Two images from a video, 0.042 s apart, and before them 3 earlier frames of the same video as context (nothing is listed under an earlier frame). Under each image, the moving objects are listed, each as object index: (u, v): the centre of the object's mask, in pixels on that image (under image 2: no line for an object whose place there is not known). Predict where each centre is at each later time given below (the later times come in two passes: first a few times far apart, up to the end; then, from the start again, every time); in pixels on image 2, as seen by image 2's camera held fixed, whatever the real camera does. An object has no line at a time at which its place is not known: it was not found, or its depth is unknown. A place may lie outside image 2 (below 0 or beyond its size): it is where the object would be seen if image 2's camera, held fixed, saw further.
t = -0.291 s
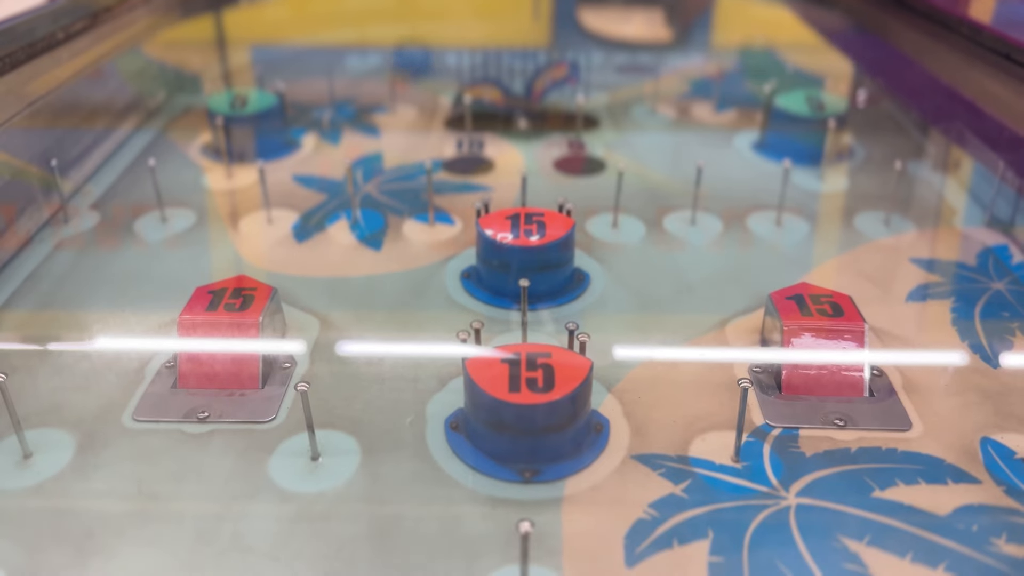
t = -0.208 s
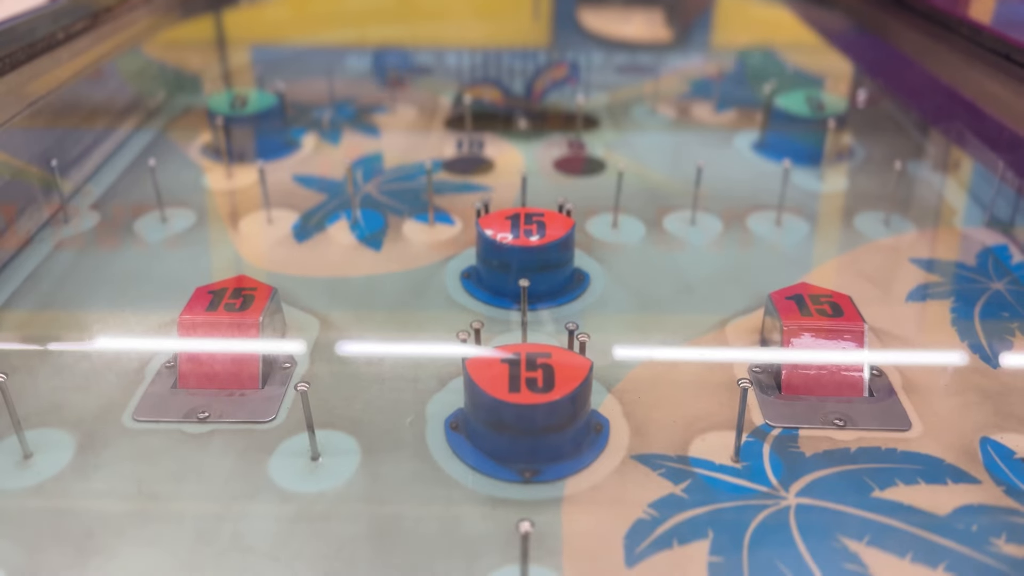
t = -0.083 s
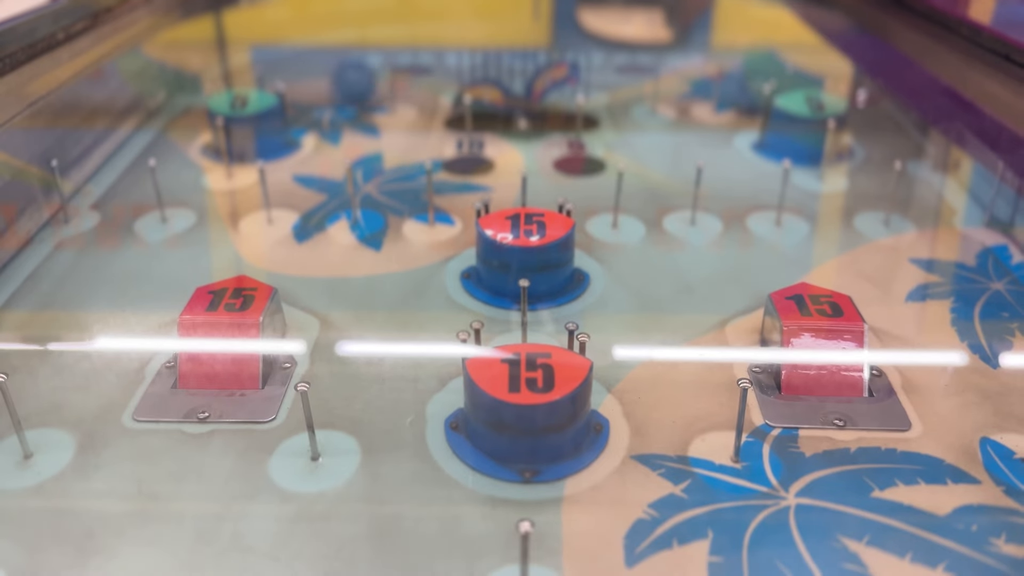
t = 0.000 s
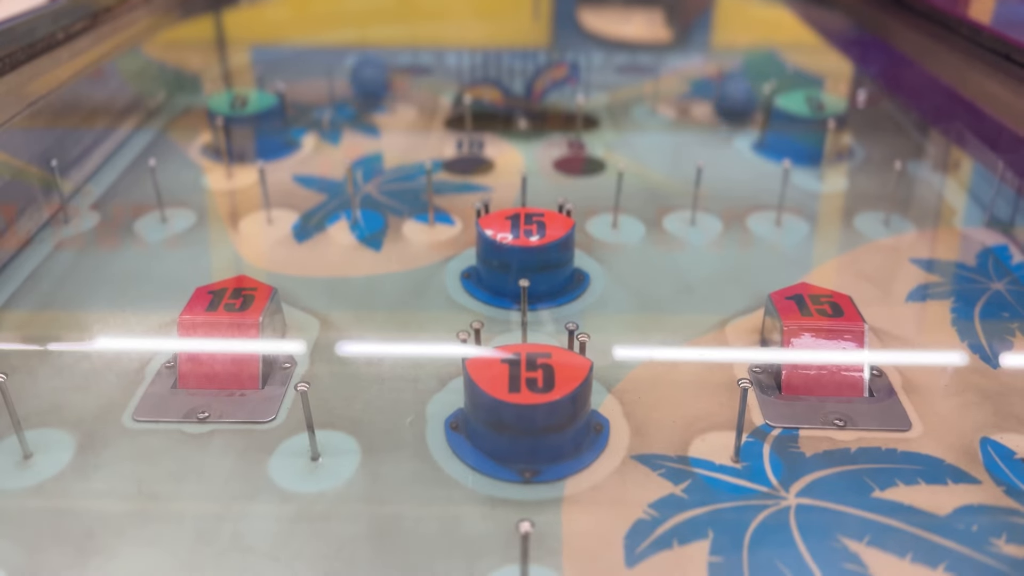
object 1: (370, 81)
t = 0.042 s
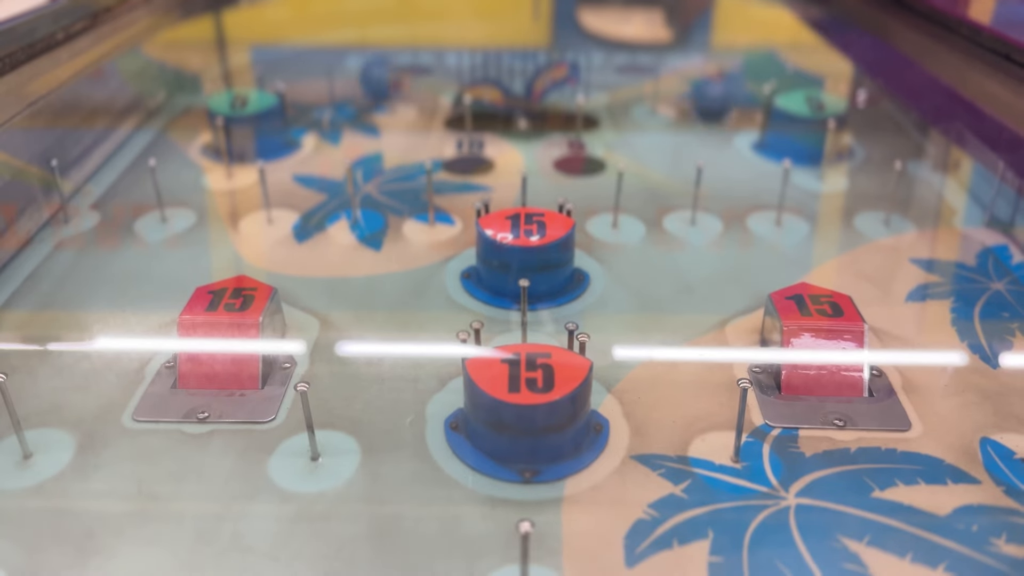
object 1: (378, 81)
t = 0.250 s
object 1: (423, 92)
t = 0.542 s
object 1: (405, 151)
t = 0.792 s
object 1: (346, 306)
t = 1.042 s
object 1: (320, 287)
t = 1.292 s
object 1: (317, 272)
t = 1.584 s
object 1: (326, 319)
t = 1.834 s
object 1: (380, 383)
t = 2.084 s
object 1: (380, 394)
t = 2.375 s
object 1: (407, 540)
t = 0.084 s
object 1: (389, 81)
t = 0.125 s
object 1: (399, 82)
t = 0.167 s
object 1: (408, 84)
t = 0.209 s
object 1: (415, 87)
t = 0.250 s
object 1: (423, 92)
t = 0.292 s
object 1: (431, 96)
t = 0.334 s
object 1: (432, 100)
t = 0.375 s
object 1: (425, 109)
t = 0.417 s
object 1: (420, 117)
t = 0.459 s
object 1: (416, 127)
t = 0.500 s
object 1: (411, 139)
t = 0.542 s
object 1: (405, 151)
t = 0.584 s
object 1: (400, 175)
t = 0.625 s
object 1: (392, 189)
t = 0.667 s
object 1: (382, 210)
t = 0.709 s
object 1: (373, 235)
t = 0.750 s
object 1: (361, 268)
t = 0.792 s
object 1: (346, 306)
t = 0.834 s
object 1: (330, 356)
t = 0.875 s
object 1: (315, 383)
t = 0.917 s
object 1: (313, 335)
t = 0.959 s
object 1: (310, 310)
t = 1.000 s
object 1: (317, 296)
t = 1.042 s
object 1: (320, 287)
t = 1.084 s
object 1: (323, 279)
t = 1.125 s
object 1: (324, 273)
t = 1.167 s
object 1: (324, 270)
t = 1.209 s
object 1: (322, 268)
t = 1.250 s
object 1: (320, 269)
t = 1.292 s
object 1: (317, 272)
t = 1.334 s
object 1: (313, 277)
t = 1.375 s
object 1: (308, 284)
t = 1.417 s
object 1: (310, 288)
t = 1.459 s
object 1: (315, 292)
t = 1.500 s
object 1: (319, 299)
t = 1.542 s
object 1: (323, 309)
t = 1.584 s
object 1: (326, 319)
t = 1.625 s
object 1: (327, 334)
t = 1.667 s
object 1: (329, 356)
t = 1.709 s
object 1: (332, 381)
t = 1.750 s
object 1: (339, 393)
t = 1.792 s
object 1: (359, 386)
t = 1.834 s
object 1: (380, 383)
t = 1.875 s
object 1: (399, 382)
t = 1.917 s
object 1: (416, 383)
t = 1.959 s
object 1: (414, 384)
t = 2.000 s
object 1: (403, 385)
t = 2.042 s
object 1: (392, 388)
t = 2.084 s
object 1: (380, 394)
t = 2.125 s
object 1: (368, 406)
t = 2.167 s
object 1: (359, 421)
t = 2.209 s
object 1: (370, 436)
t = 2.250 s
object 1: (379, 456)
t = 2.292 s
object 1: (388, 481)
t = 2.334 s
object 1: (397, 513)
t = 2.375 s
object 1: (407, 540)
